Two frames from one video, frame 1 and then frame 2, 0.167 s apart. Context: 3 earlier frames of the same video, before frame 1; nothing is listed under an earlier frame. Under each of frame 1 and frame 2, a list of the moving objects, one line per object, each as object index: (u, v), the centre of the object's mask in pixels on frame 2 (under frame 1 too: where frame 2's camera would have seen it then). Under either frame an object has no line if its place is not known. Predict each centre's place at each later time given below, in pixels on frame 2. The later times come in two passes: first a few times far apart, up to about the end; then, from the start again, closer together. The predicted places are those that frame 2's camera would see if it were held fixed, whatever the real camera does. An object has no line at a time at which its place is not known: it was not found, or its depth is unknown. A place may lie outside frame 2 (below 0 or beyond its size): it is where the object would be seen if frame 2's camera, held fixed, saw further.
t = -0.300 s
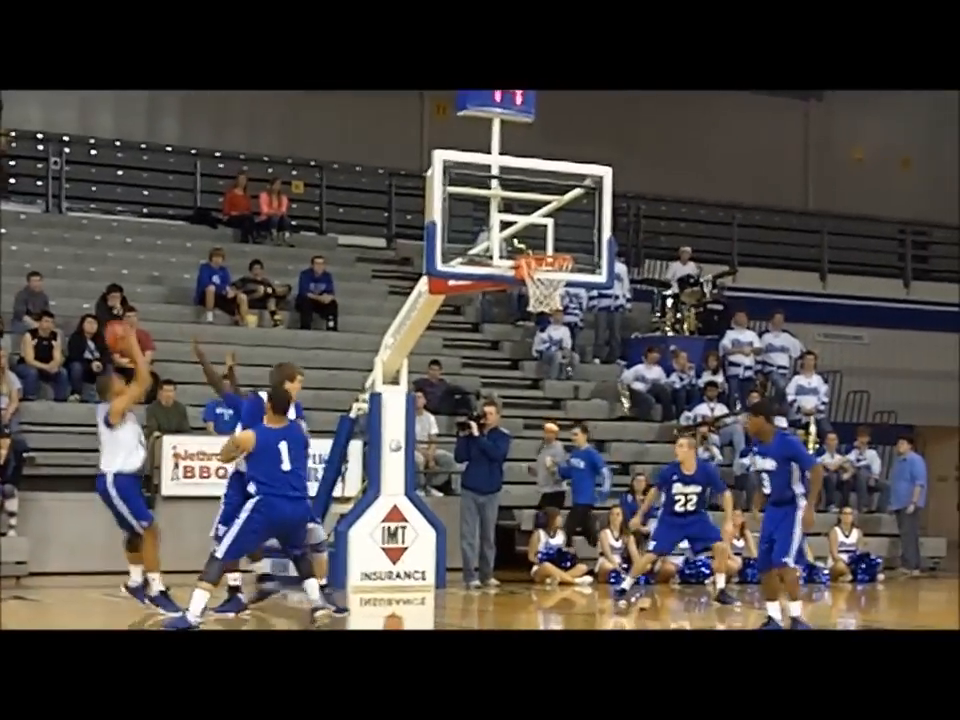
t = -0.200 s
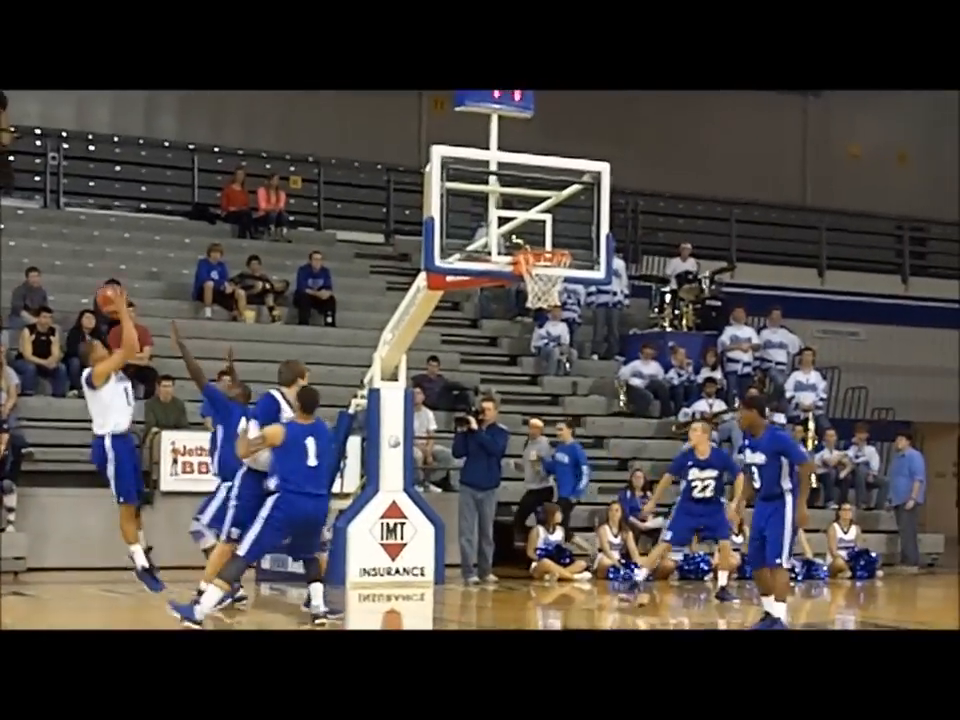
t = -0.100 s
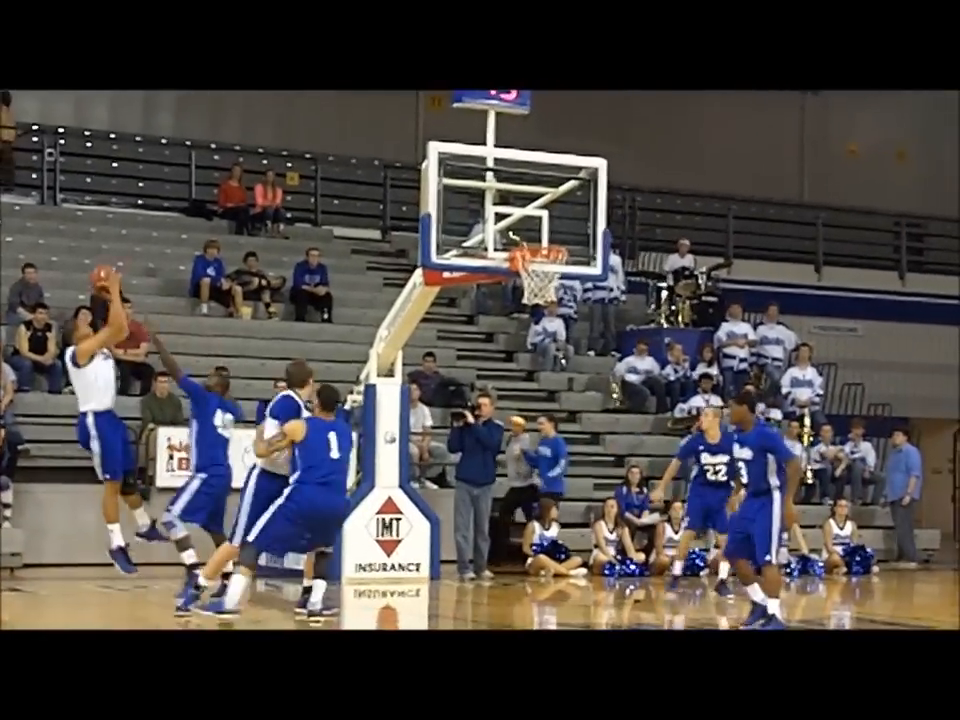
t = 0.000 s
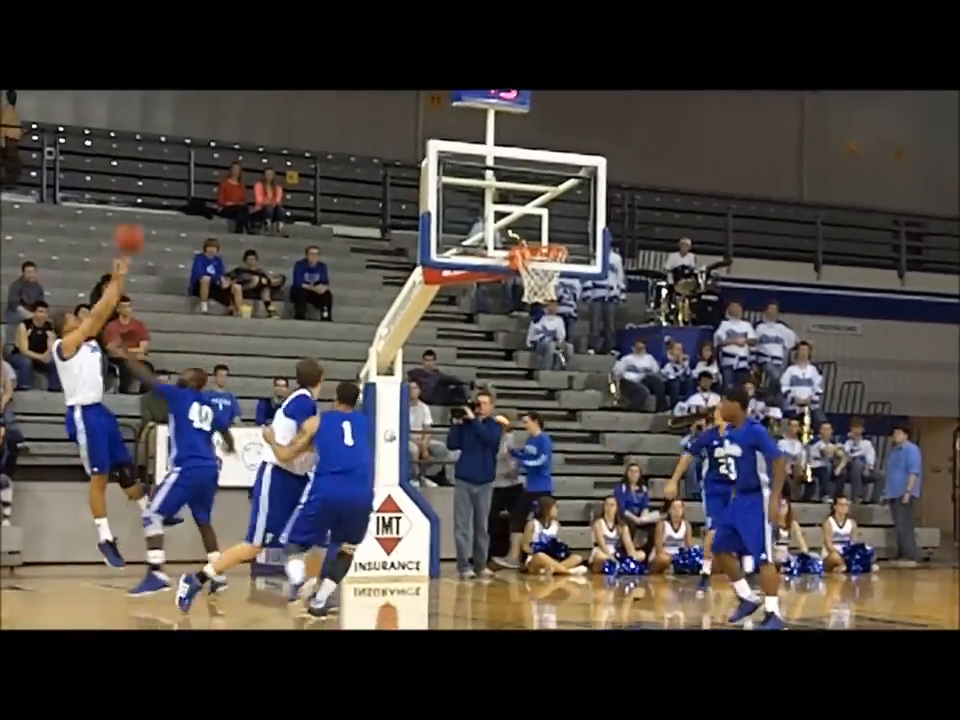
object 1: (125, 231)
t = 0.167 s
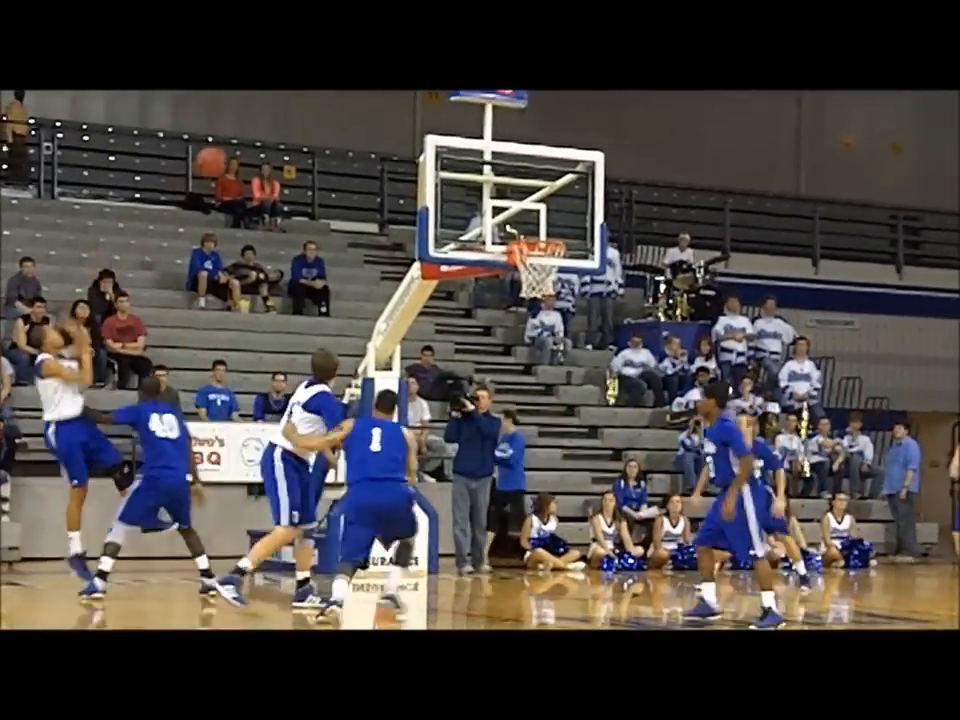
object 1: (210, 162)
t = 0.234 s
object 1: (242, 144)
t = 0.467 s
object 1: (349, 122)
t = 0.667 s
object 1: (435, 152)
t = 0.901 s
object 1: (526, 228)
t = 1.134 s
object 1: (534, 216)
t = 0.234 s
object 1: (242, 144)
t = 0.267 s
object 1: (259, 135)
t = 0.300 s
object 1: (274, 129)
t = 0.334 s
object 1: (288, 127)
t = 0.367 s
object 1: (303, 123)
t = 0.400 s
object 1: (318, 121)
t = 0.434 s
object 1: (333, 121)
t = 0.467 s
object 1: (349, 122)
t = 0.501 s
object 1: (364, 124)
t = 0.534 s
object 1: (379, 127)
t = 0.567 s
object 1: (393, 131)
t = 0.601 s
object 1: (406, 137)
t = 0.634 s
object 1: (420, 144)
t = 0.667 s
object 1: (435, 152)
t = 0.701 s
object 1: (449, 161)
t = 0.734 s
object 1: (462, 171)
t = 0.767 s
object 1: (477, 182)
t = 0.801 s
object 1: (490, 194)
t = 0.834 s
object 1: (503, 209)
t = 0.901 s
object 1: (526, 228)
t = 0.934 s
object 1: (535, 230)
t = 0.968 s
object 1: (545, 232)
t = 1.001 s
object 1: (552, 233)
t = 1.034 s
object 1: (547, 230)
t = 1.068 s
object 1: (543, 224)
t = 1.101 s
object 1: (538, 220)
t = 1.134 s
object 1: (534, 216)
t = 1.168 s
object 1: (529, 213)
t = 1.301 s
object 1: (511, 213)
